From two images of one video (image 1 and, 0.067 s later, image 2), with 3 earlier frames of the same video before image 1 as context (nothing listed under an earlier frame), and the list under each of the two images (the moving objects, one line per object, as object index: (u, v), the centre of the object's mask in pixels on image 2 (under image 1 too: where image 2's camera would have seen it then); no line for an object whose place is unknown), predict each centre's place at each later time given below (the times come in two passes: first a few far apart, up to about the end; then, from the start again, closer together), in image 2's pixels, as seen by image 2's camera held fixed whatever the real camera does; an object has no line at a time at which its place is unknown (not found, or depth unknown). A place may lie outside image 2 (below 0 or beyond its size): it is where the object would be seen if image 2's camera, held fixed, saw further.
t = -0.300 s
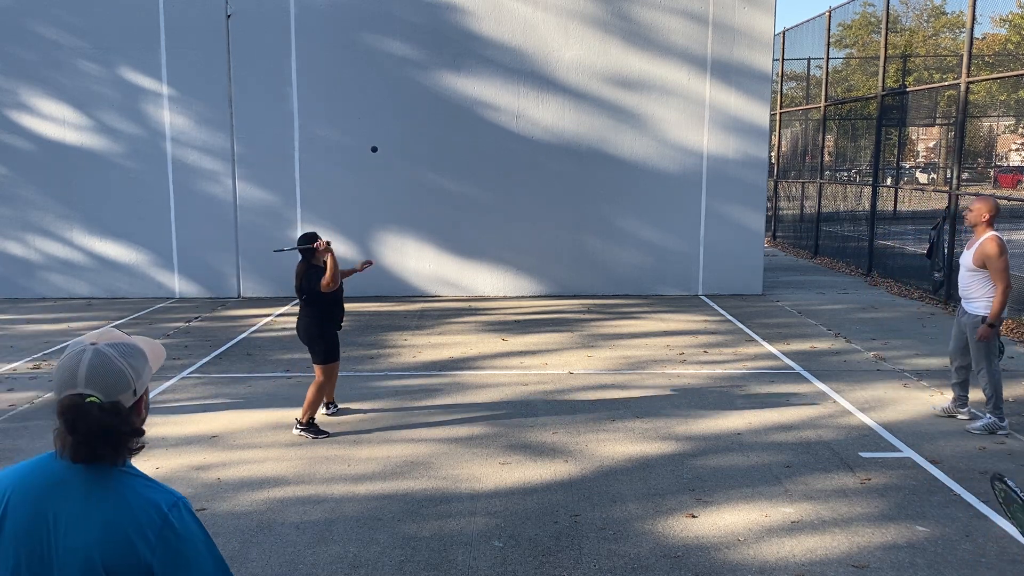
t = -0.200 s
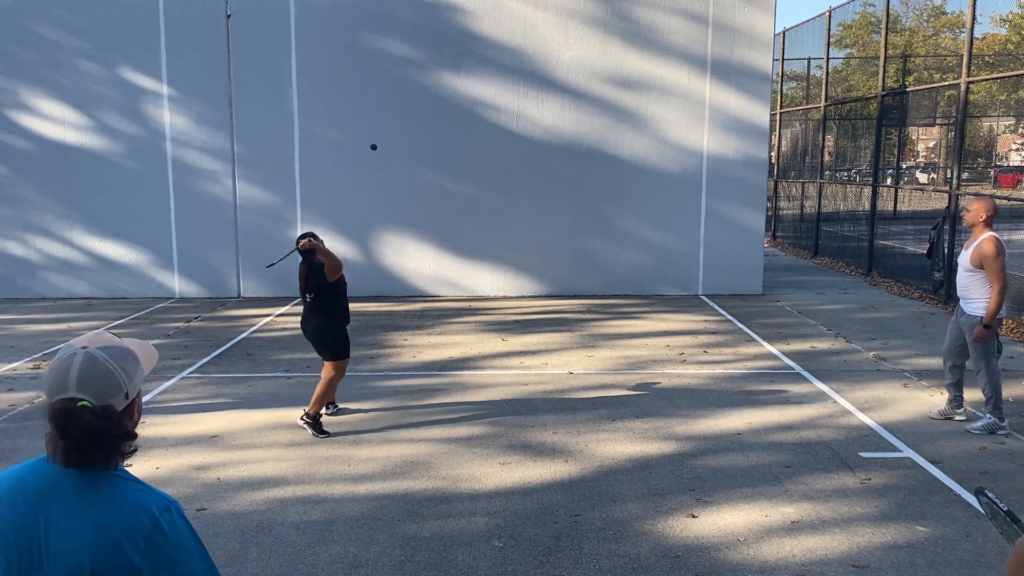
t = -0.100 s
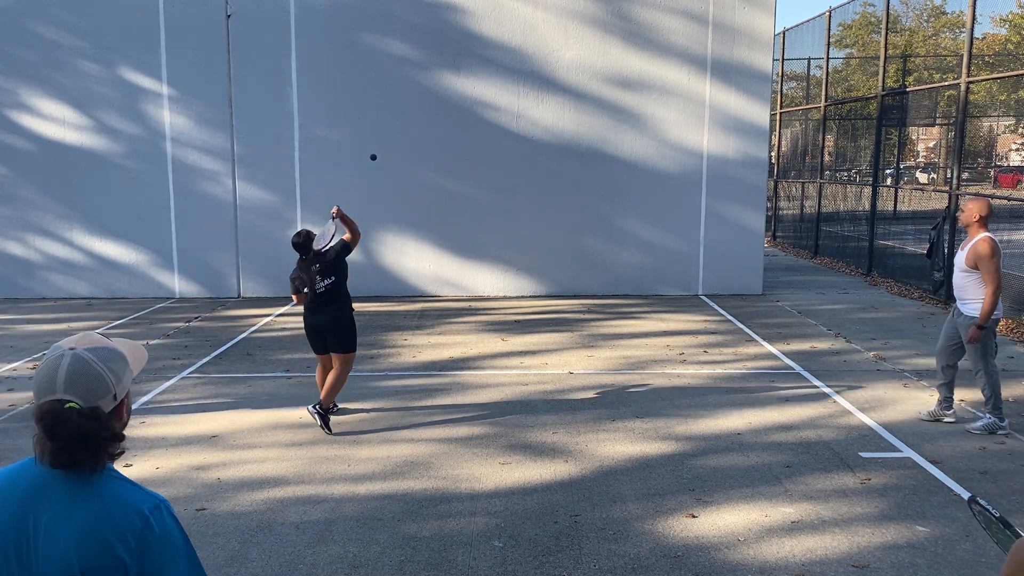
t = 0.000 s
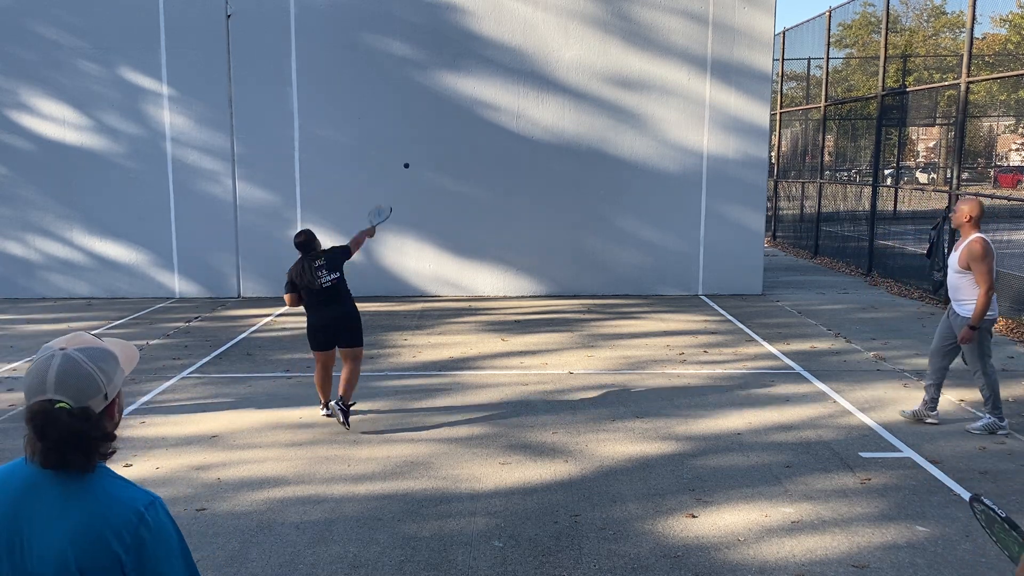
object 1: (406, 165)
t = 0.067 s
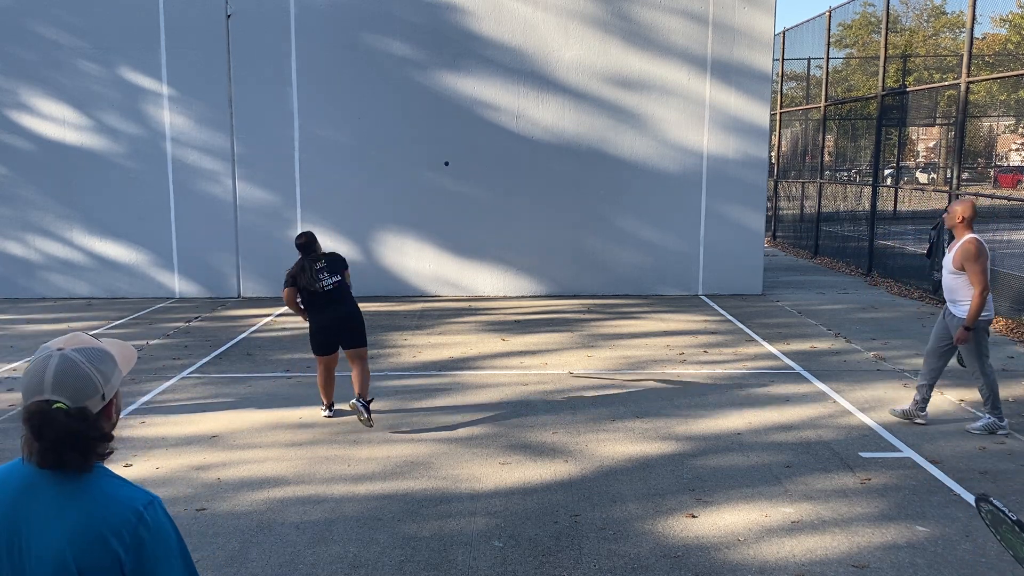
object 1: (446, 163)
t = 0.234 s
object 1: (496, 172)
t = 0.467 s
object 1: (524, 226)
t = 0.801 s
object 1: (602, 411)
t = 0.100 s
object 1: (461, 164)
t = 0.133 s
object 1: (474, 165)
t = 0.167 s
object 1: (484, 167)
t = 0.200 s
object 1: (493, 169)
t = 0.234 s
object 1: (496, 172)
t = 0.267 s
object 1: (499, 175)
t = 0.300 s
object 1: (503, 180)
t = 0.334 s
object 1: (506, 186)
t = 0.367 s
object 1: (510, 194)
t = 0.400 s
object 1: (515, 203)
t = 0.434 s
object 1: (519, 213)
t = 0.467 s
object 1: (524, 226)
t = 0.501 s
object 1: (530, 240)
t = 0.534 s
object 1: (536, 256)
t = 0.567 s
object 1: (542, 276)
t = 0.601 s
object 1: (549, 297)
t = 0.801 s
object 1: (602, 411)
